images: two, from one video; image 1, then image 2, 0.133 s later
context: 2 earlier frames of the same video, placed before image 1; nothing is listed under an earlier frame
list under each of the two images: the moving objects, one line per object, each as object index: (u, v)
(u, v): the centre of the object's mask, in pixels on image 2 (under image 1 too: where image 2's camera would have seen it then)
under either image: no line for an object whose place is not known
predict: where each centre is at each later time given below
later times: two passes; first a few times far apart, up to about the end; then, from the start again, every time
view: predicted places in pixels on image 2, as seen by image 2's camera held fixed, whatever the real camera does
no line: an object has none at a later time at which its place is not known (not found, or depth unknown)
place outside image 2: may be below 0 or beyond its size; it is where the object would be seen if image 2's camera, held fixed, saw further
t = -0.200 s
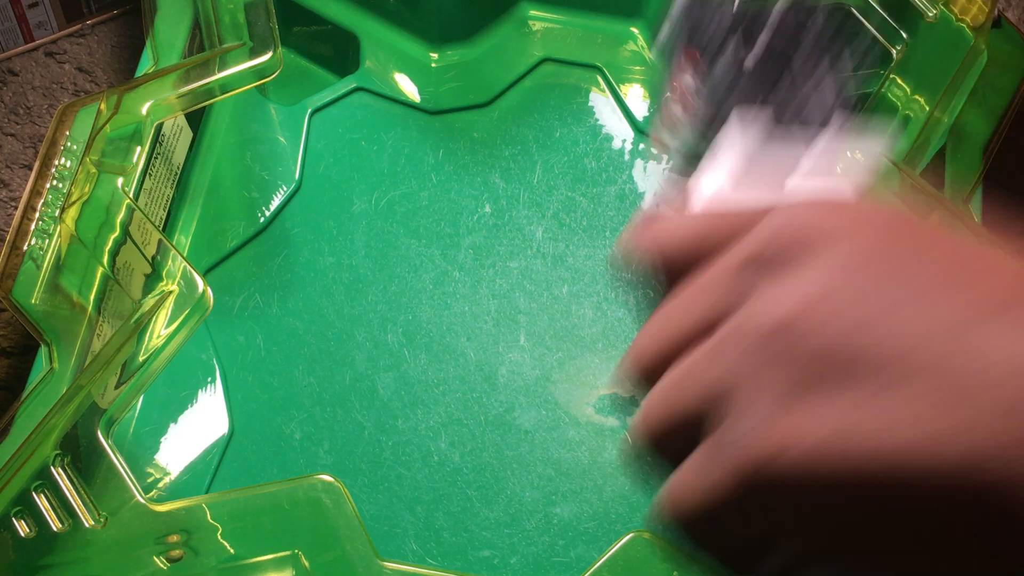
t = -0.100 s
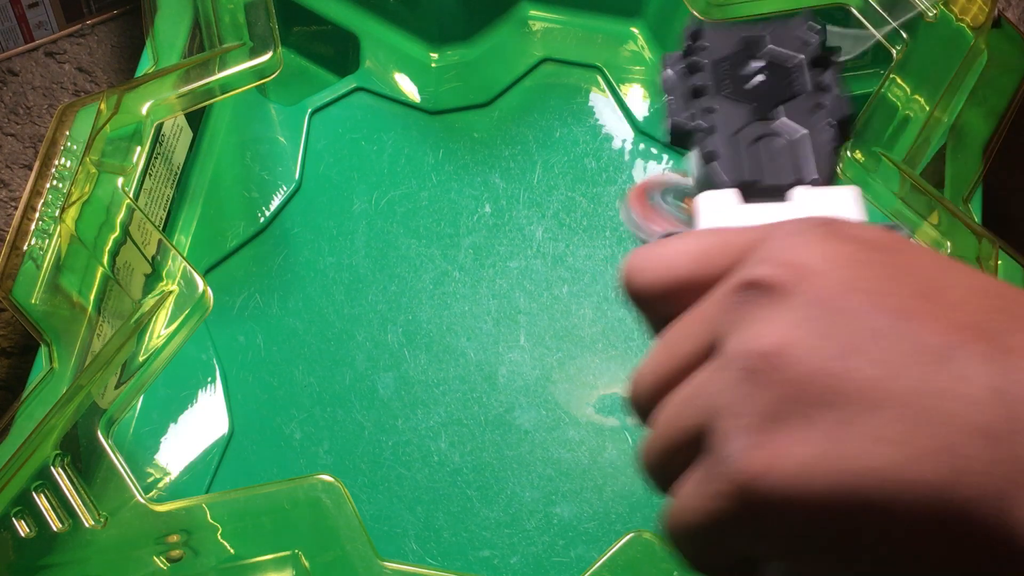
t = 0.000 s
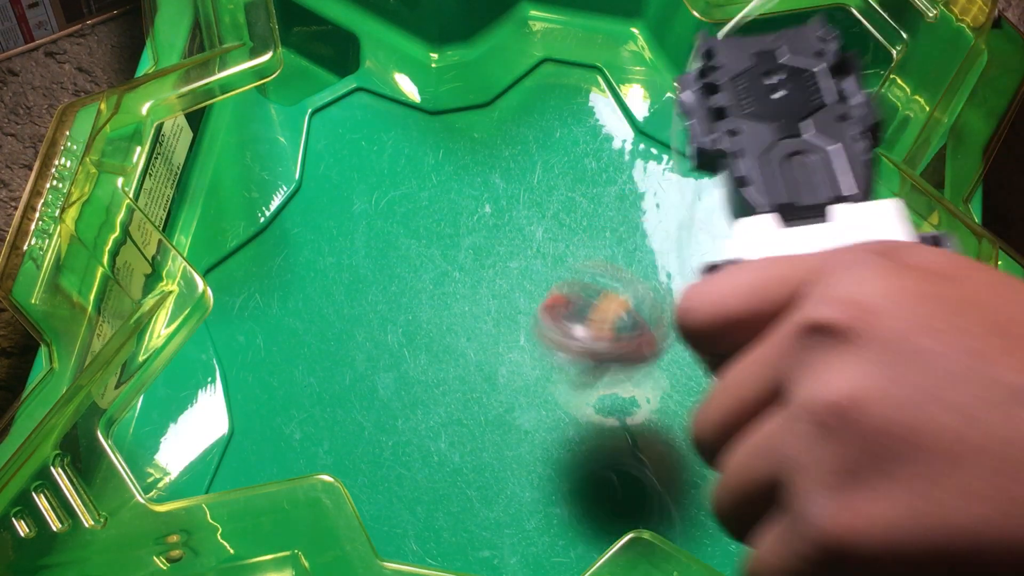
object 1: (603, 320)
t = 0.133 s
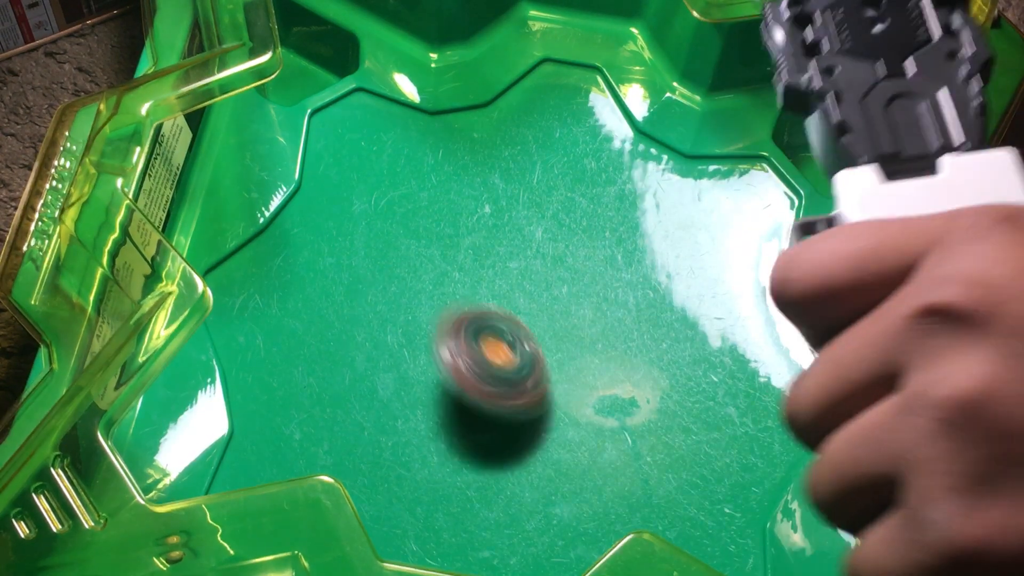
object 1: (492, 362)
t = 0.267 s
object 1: (403, 313)
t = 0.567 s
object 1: (419, 300)
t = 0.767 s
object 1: (466, 333)
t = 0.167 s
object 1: (469, 338)
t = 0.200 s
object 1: (444, 324)
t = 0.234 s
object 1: (418, 324)
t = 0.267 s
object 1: (403, 313)
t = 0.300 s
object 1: (390, 303)
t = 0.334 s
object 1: (385, 296)
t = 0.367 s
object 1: (384, 291)
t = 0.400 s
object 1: (388, 290)
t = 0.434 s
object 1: (393, 291)
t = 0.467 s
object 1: (400, 291)
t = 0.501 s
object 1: (405, 293)
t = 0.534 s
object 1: (412, 296)
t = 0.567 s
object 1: (419, 300)
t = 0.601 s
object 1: (428, 304)
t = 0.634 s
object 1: (434, 308)
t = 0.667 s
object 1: (441, 314)
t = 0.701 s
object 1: (449, 320)
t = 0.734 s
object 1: (459, 326)
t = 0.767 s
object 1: (466, 333)
